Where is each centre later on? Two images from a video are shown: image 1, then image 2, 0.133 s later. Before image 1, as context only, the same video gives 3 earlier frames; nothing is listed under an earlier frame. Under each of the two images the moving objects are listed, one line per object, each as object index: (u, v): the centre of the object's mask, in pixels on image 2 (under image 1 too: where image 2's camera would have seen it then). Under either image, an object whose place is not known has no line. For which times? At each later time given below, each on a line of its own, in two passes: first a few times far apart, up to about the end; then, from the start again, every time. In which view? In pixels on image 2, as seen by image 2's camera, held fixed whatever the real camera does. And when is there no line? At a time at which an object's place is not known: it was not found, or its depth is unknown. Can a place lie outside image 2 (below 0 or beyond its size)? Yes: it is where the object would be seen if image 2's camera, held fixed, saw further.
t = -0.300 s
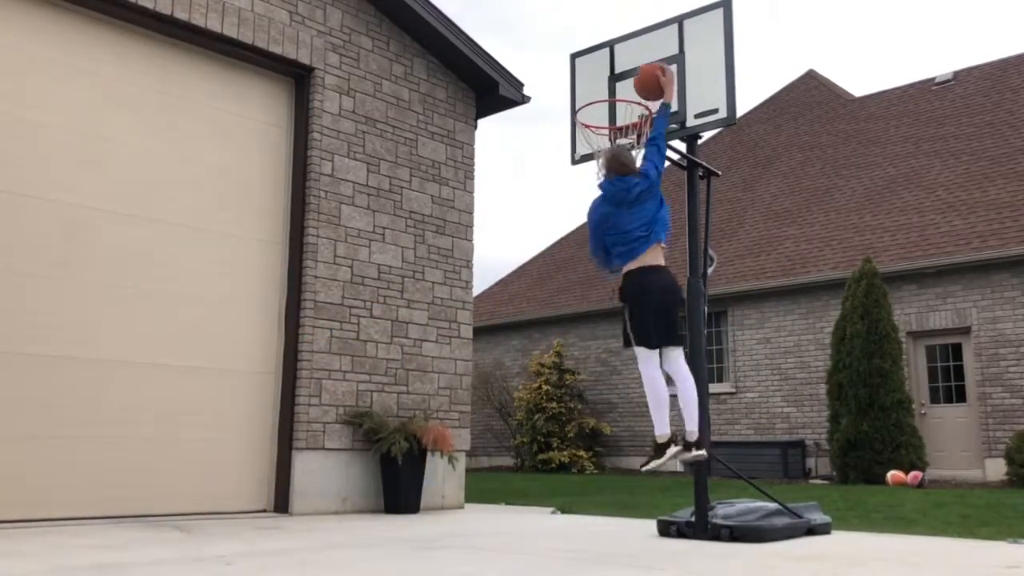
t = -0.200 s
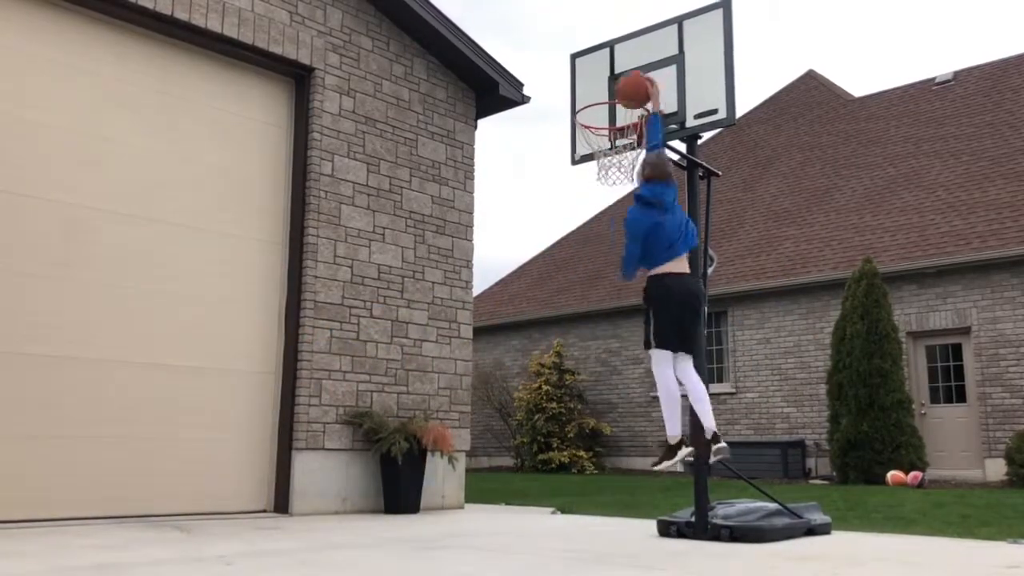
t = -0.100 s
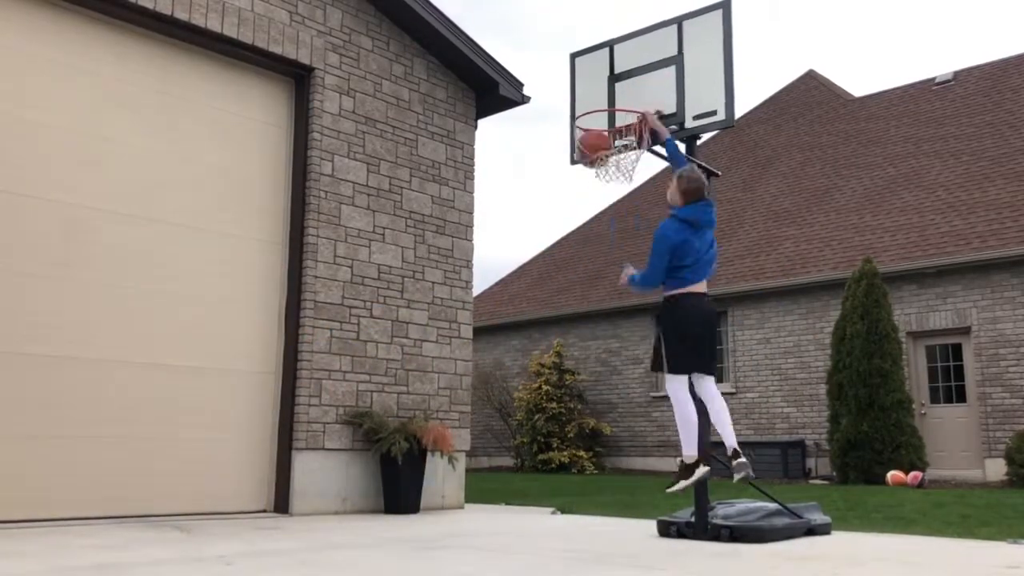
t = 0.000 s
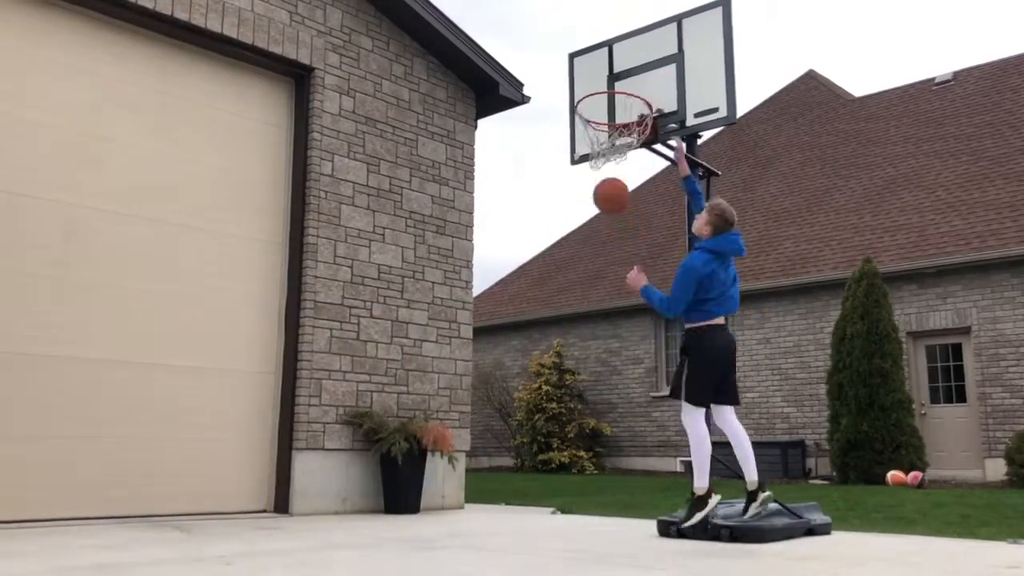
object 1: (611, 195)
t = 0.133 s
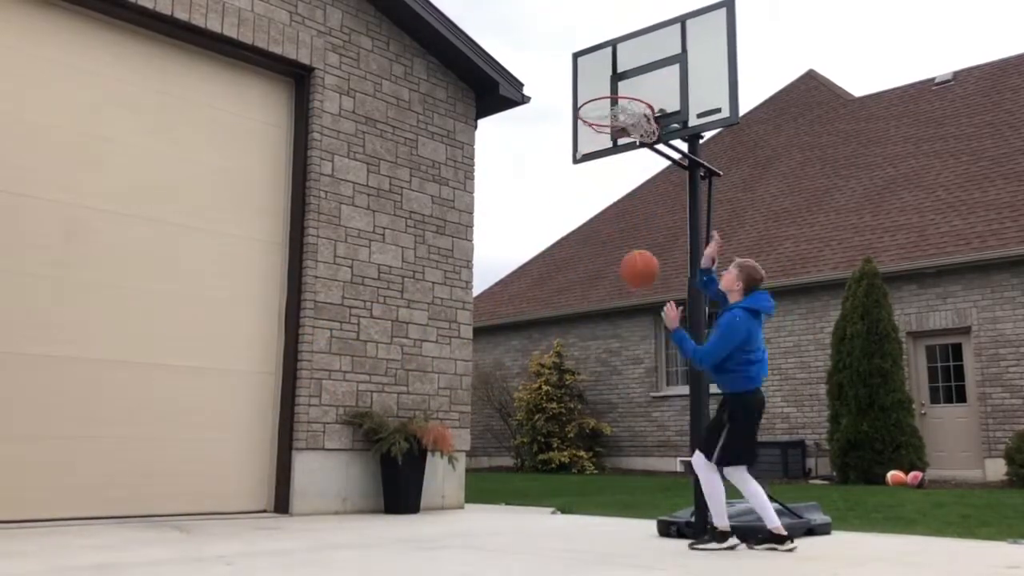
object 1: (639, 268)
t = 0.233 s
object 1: (661, 341)
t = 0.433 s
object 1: (709, 525)
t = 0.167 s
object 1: (647, 291)
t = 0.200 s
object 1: (654, 315)
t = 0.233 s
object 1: (661, 341)
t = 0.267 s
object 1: (669, 370)
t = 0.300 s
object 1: (677, 402)
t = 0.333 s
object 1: (684, 435)
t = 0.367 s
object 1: (692, 470)
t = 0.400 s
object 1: (699, 508)
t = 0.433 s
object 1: (709, 525)
